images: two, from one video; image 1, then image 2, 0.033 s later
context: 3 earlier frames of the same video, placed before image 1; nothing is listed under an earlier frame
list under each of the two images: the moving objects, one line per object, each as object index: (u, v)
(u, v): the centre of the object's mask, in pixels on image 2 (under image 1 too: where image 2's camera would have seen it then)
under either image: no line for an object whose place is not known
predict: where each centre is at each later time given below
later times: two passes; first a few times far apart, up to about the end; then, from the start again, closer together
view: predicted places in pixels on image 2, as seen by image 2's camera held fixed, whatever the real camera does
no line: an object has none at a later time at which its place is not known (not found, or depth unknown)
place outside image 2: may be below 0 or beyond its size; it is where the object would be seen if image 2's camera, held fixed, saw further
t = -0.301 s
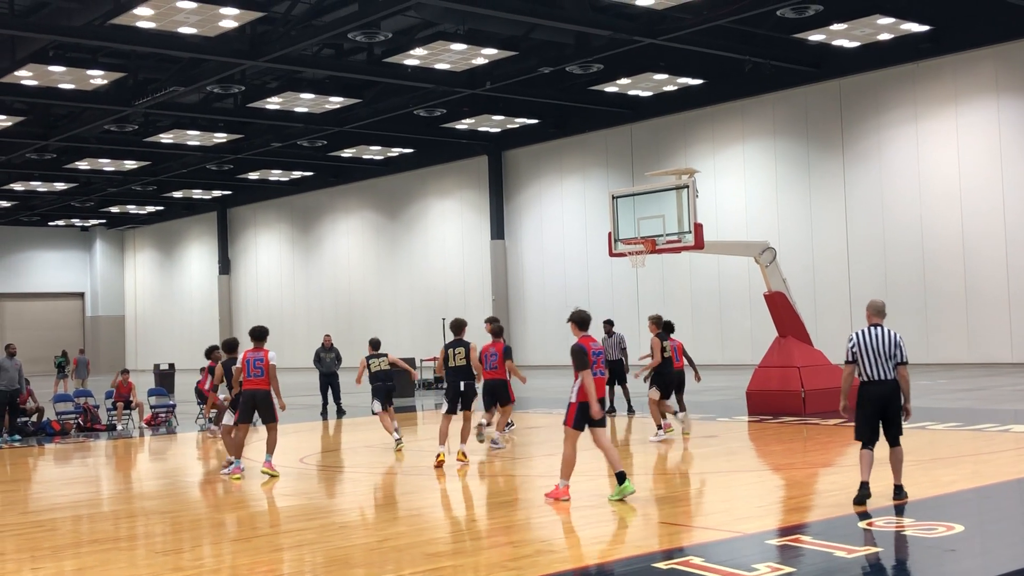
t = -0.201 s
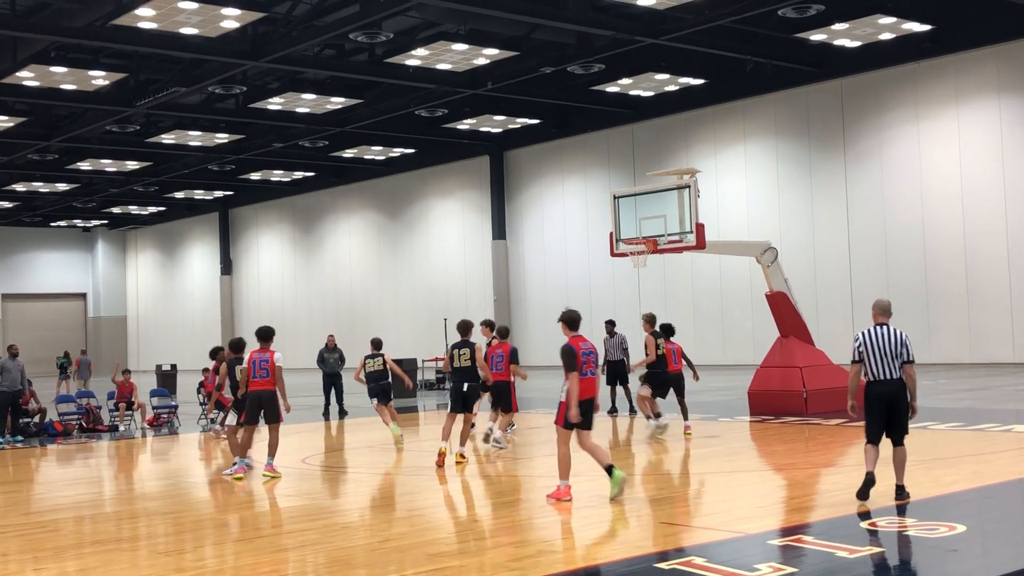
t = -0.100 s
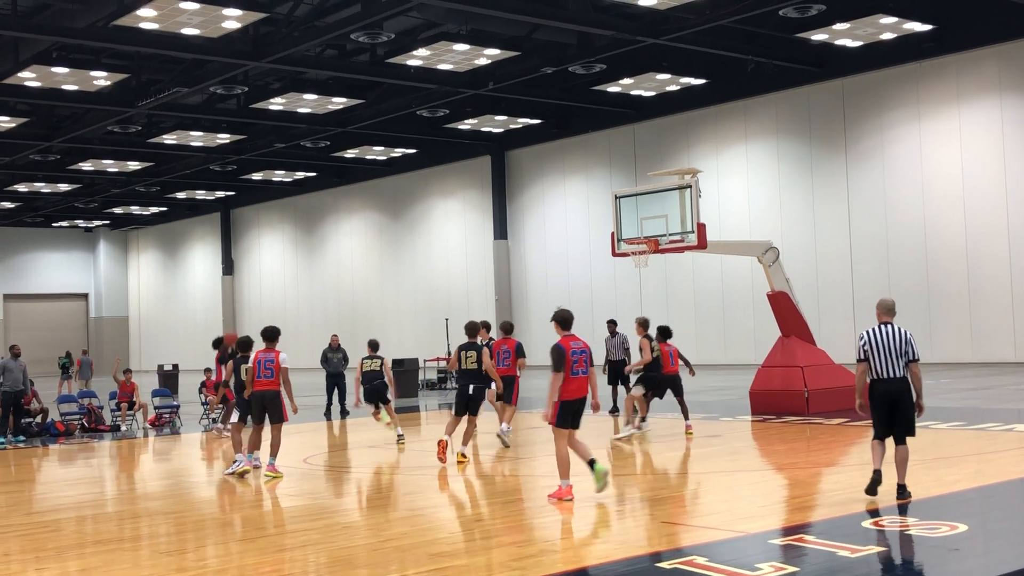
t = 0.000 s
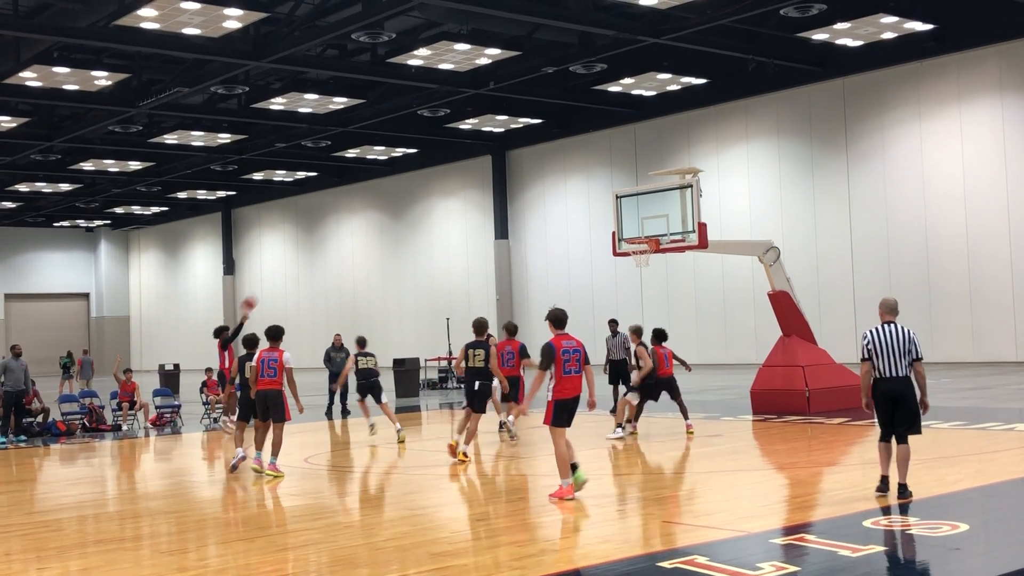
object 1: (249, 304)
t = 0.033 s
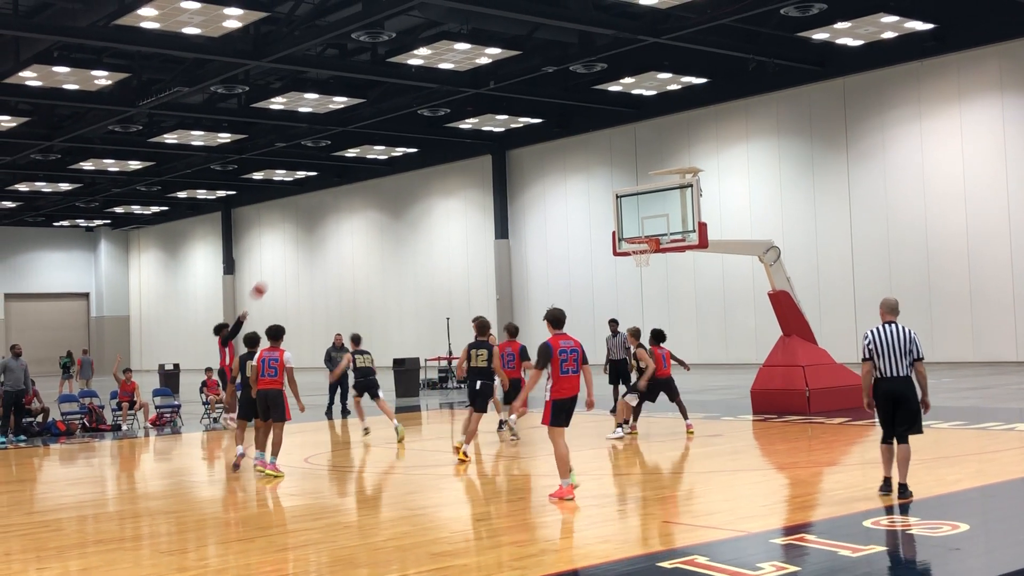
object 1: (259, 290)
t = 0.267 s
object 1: (331, 215)
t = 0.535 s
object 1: (412, 168)
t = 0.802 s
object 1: (496, 163)
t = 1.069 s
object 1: (580, 197)
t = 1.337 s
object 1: (658, 256)
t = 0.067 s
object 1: (269, 277)
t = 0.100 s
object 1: (280, 265)
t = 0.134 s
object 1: (290, 254)
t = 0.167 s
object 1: (300, 244)
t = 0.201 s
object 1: (310, 234)
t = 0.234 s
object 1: (320, 224)
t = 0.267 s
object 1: (331, 215)
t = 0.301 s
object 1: (341, 207)
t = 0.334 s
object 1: (350, 200)
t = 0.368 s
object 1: (361, 193)
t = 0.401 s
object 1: (371, 187)
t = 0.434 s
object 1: (381, 181)
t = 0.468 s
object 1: (391, 176)
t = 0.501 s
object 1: (401, 172)
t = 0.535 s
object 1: (412, 168)
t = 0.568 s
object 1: (422, 165)
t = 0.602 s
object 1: (433, 163)
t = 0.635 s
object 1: (443, 161)
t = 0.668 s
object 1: (454, 160)
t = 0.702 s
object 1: (463, 159)
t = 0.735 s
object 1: (474, 160)
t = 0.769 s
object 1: (485, 161)
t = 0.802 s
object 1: (496, 163)
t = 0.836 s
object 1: (505, 164)
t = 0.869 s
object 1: (516, 167)
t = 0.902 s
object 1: (527, 170)
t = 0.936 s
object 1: (537, 174)
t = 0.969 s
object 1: (548, 179)
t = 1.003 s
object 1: (558, 184)
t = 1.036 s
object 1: (568, 190)
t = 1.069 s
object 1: (580, 197)
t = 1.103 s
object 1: (591, 204)
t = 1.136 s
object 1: (602, 212)
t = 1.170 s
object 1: (612, 221)
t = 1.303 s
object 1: (655, 255)
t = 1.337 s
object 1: (658, 256)
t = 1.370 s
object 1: (663, 259)
